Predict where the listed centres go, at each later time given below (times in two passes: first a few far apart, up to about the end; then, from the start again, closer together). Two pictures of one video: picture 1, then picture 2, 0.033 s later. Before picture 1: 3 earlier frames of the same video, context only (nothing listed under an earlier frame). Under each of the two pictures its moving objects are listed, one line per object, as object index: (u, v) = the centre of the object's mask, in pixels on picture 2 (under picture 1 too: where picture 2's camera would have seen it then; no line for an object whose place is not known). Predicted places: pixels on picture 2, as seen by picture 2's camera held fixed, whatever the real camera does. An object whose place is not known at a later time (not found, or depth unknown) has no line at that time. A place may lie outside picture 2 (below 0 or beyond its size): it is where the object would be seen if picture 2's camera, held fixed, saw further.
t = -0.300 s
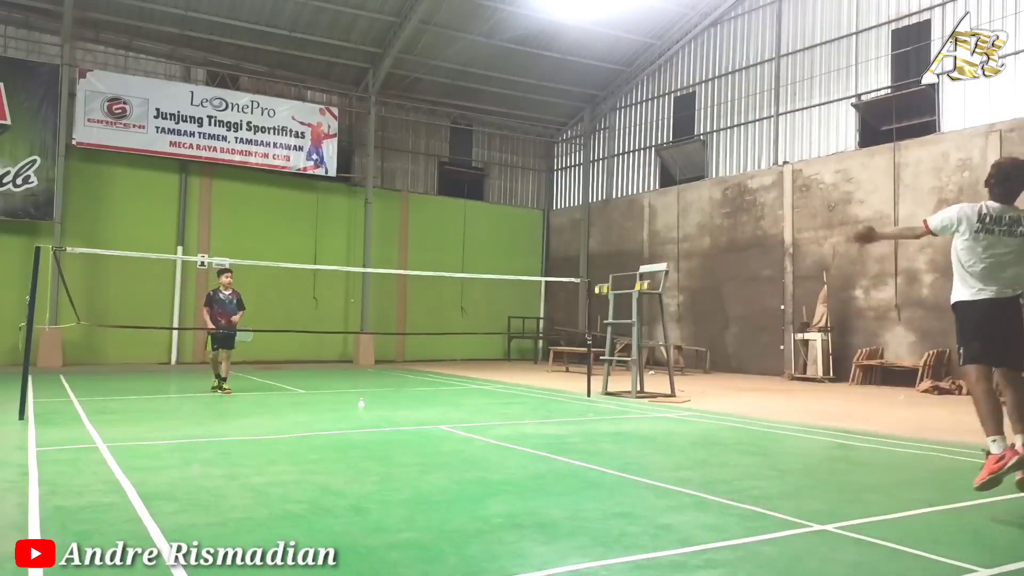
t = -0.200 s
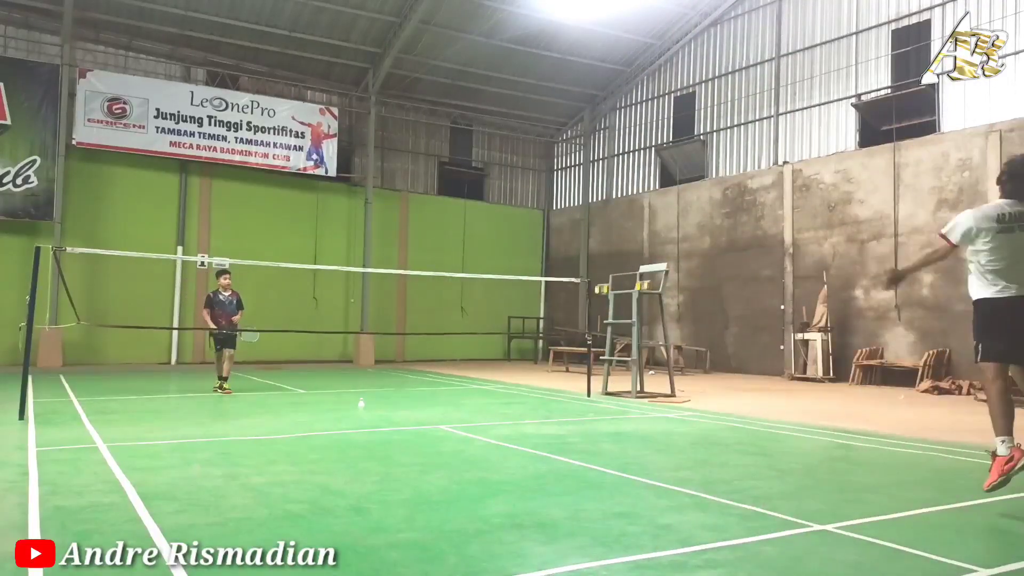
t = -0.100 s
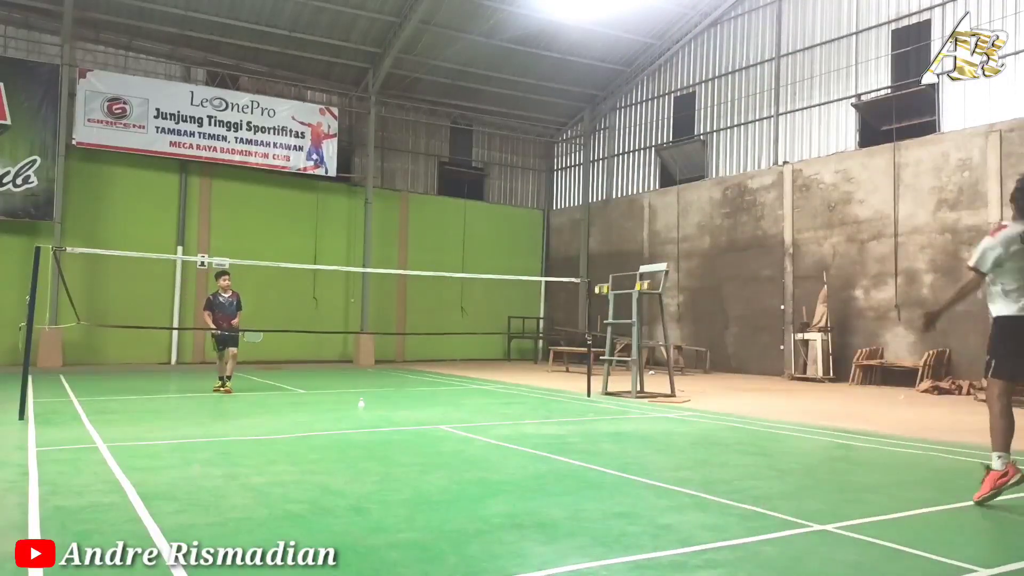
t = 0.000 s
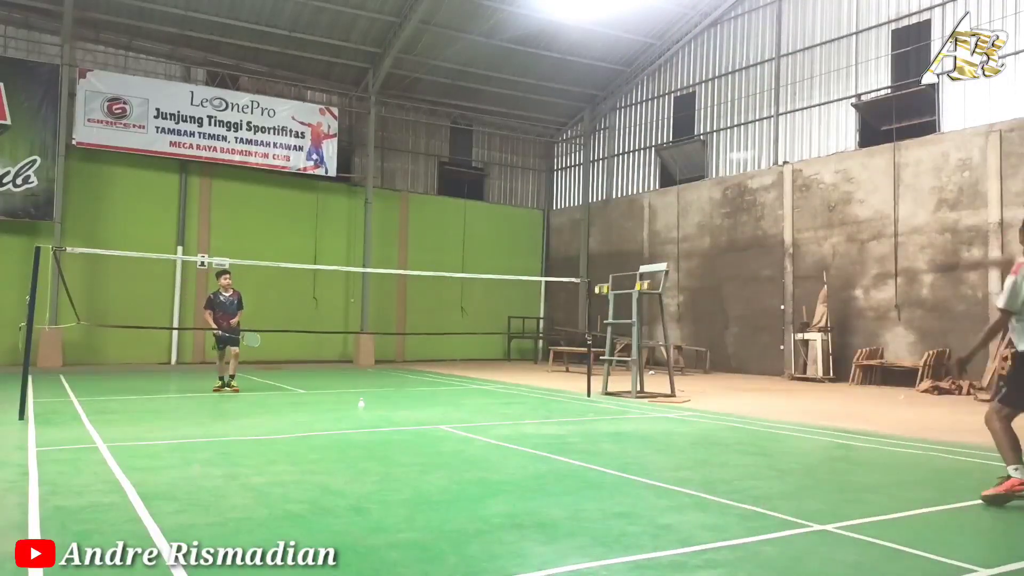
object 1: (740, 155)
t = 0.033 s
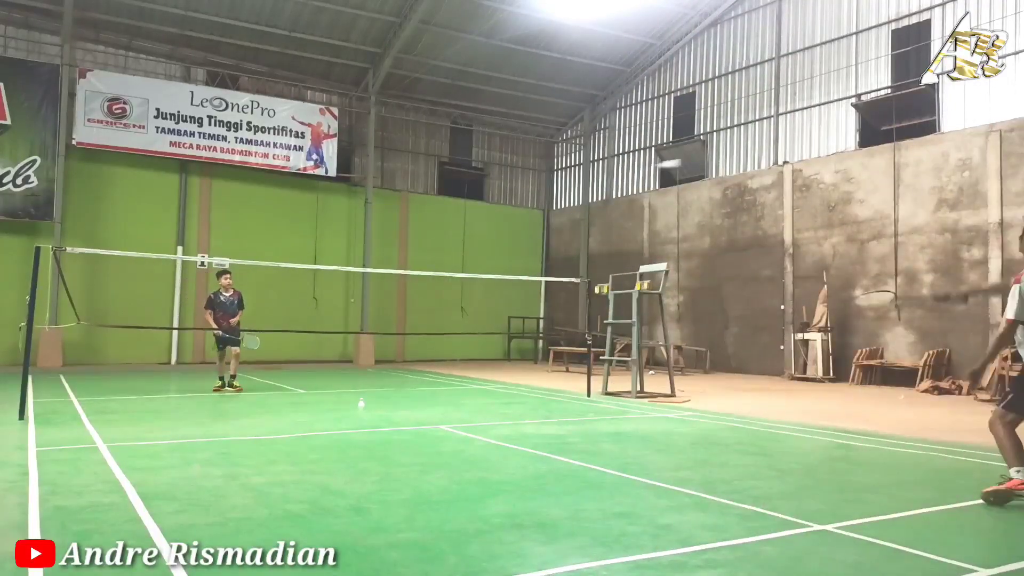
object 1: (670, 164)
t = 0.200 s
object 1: (467, 201)
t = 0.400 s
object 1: (350, 251)
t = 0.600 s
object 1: (318, 263)
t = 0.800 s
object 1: (320, 274)
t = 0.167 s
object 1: (495, 194)
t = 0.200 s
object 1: (467, 201)
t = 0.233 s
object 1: (442, 208)
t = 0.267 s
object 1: (420, 216)
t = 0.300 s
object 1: (400, 225)
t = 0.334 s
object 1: (382, 233)
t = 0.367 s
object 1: (365, 242)
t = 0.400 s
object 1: (350, 251)
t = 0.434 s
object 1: (336, 261)
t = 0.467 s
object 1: (328, 261)
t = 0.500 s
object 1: (323, 263)
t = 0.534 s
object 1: (321, 264)
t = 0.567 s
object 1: (319, 264)
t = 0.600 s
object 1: (318, 263)
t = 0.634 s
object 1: (319, 262)
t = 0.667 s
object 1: (320, 263)
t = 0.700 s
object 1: (321, 264)
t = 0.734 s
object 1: (321, 266)
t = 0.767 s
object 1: (320, 269)
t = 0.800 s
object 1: (320, 274)
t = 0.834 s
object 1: (319, 278)
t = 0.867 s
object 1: (319, 284)
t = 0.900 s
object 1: (317, 290)
